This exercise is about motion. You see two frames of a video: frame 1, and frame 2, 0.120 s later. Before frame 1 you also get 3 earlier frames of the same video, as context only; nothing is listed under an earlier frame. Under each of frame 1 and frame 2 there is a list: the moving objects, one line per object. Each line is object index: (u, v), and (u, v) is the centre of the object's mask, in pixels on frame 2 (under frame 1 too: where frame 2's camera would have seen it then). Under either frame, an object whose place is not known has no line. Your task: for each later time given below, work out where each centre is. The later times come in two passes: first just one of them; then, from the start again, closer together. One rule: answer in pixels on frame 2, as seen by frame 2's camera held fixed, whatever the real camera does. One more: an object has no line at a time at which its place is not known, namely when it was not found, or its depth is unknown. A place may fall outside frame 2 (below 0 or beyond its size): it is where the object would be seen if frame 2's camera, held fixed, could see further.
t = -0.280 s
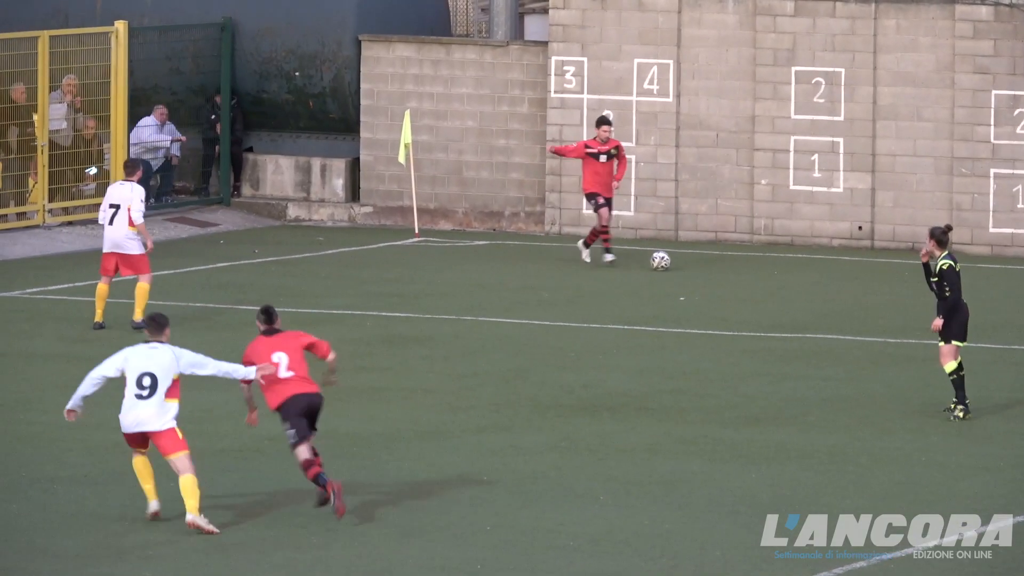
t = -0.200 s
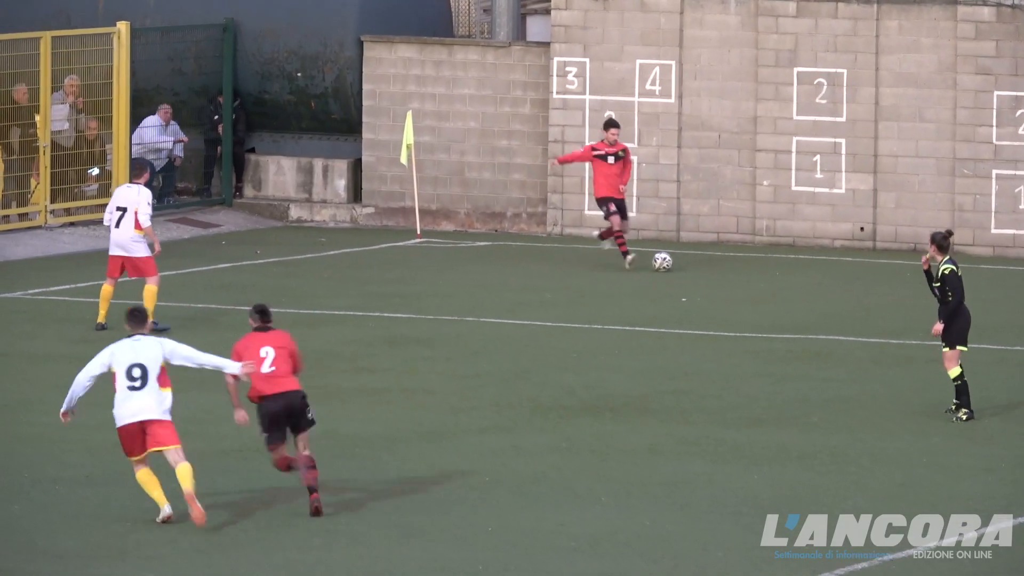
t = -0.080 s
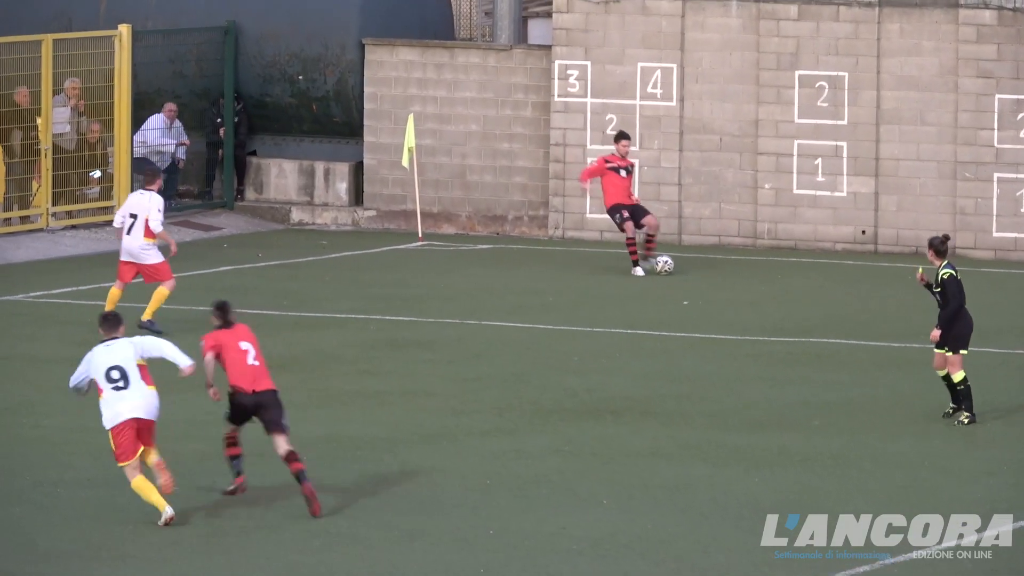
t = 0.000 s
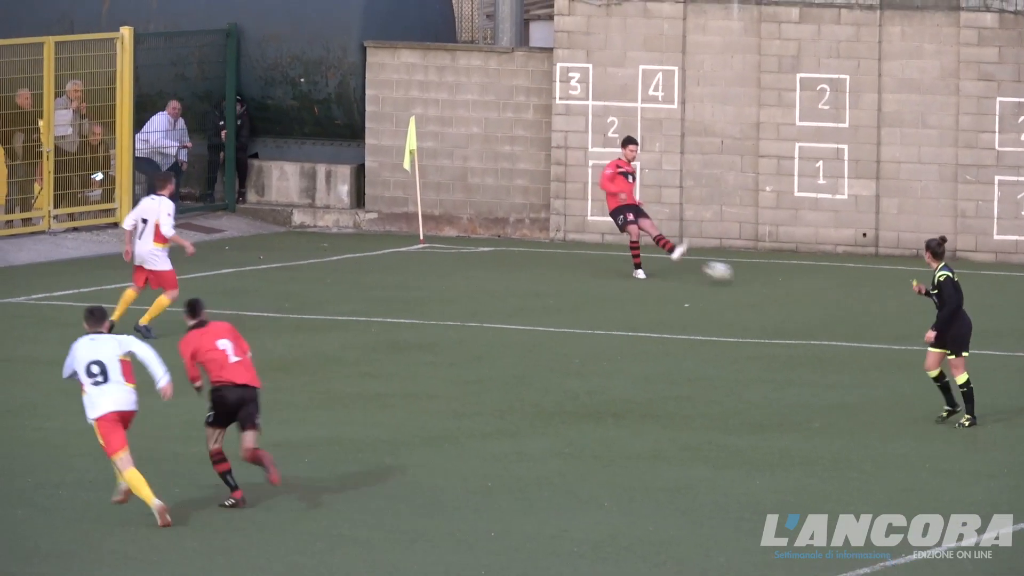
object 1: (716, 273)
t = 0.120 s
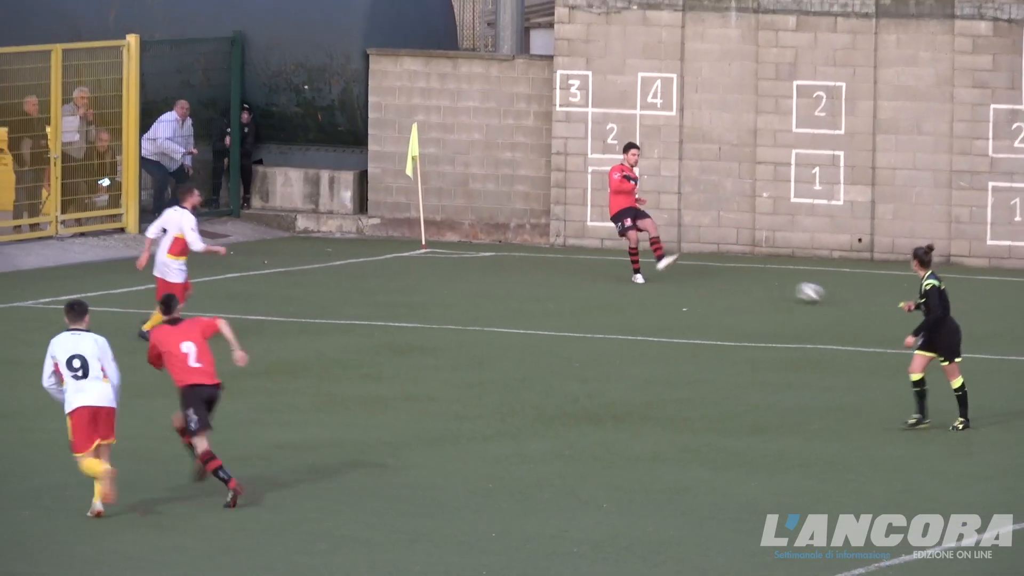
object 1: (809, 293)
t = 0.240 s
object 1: (896, 306)
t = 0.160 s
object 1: (839, 297)
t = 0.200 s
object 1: (869, 301)
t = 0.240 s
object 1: (896, 306)
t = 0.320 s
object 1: (955, 314)
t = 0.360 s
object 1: (984, 319)
